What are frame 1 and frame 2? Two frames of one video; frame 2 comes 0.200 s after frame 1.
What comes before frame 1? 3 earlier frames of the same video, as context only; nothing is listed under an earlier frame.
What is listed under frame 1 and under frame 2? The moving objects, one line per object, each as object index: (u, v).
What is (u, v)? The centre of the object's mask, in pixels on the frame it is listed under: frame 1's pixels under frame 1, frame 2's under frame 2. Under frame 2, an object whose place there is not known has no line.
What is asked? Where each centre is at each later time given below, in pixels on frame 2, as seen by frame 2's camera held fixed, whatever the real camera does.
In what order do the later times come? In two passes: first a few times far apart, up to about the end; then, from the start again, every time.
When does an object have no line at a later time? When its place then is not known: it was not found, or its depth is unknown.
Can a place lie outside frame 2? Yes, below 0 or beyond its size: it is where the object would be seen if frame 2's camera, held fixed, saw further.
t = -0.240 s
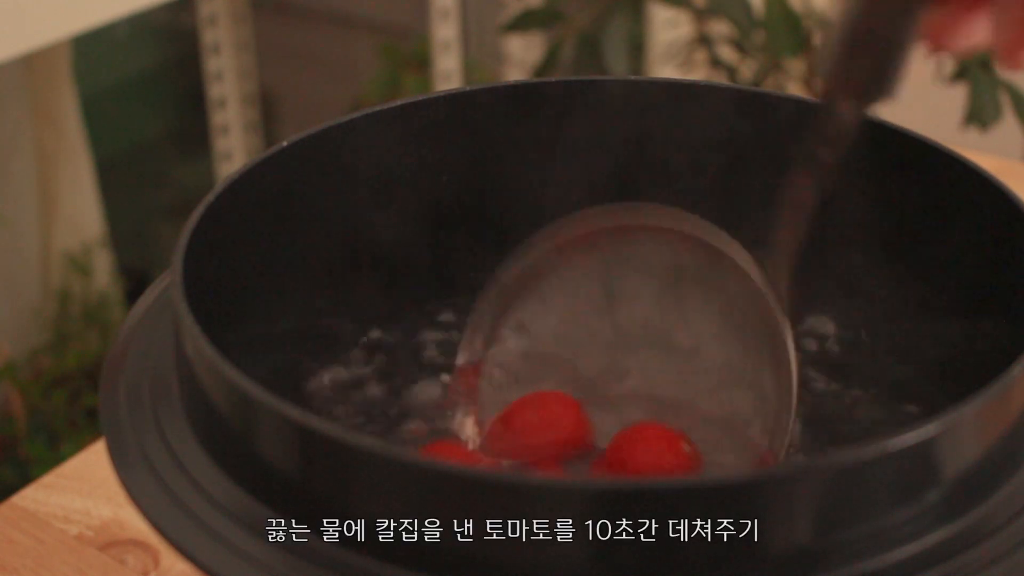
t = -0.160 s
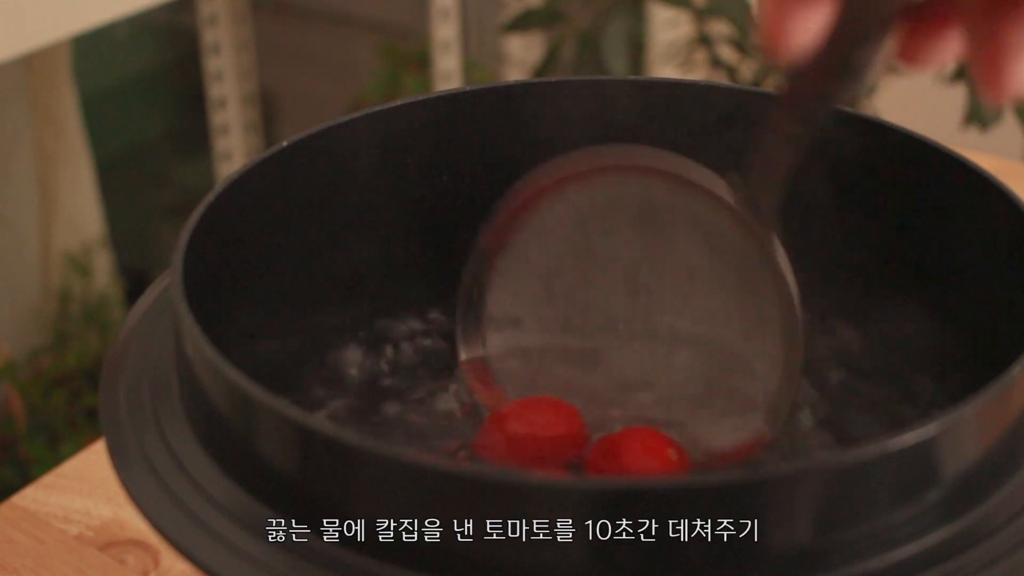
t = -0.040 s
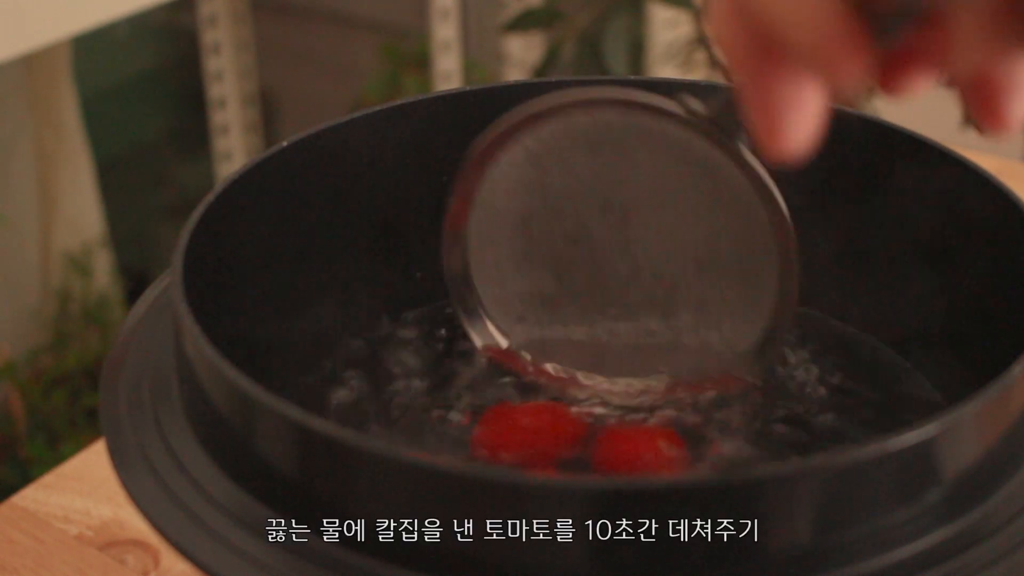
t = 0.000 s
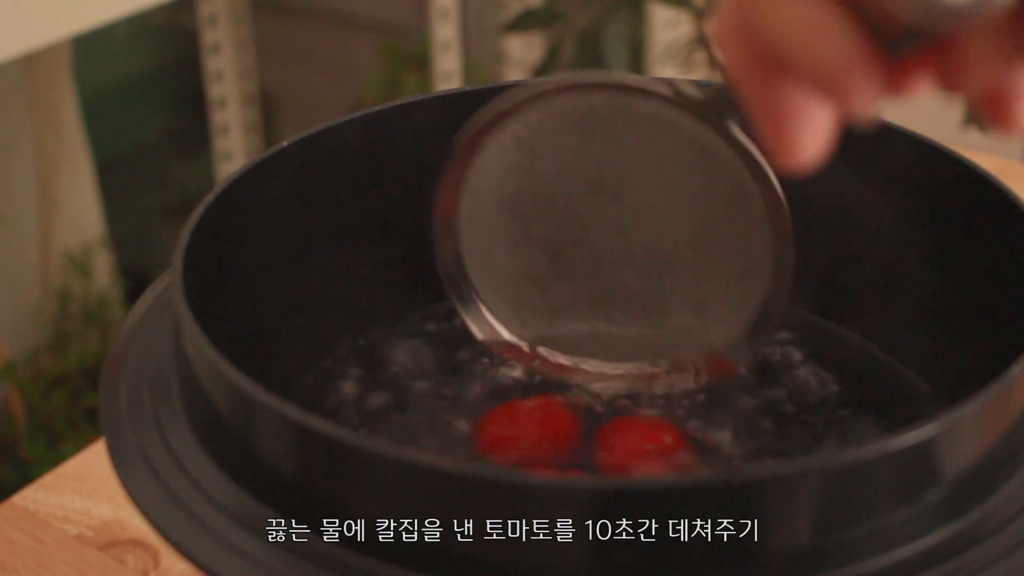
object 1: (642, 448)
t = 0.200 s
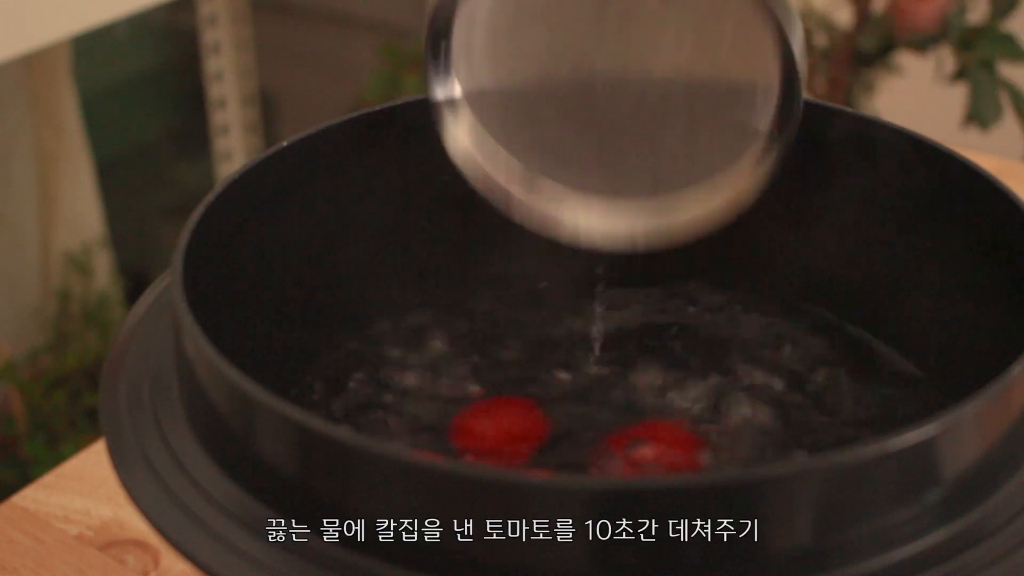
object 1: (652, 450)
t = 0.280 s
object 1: (656, 448)
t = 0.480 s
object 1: (671, 446)
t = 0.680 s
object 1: (694, 441)
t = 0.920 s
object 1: (675, 442)
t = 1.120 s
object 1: (656, 443)
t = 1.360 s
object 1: (643, 441)
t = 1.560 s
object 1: (650, 454)
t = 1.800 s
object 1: (625, 459)
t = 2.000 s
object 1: (604, 461)
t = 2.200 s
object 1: (581, 459)
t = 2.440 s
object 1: (570, 454)
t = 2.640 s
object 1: (565, 452)
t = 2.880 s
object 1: (576, 444)
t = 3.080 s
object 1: (581, 438)
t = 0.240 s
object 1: (655, 448)
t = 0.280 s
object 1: (656, 448)
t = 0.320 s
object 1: (662, 451)
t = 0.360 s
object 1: (666, 447)
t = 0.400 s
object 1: (669, 445)
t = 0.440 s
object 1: (671, 446)
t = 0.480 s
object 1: (671, 446)
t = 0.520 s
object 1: (671, 445)
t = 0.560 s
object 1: (682, 446)
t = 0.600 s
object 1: (688, 443)
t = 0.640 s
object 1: (688, 441)
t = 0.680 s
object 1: (694, 441)
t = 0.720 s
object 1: (686, 440)
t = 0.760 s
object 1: (682, 441)
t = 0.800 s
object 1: (685, 443)
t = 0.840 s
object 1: (683, 441)
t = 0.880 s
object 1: (682, 442)
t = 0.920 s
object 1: (675, 442)
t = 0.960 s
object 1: (672, 444)
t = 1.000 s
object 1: (671, 443)
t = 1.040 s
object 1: (667, 442)
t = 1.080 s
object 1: (663, 441)
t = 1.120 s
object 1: (656, 443)
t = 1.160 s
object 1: (652, 444)
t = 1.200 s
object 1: (646, 443)
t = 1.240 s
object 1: (647, 443)
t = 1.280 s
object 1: (648, 445)
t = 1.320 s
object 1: (649, 441)
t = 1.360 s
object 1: (643, 441)
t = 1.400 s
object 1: (640, 443)
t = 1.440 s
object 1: (629, 438)
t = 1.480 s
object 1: (633, 439)
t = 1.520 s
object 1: (642, 454)
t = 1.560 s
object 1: (650, 454)
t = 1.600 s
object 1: (645, 456)
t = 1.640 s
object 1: (641, 461)
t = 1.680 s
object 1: (634, 458)
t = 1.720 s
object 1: (626, 459)
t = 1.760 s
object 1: (626, 458)
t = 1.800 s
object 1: (625, 459)
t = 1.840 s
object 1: (617, 457)
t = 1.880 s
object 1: (614, 459)
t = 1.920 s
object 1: (613, 460)
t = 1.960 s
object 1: (609, 459)
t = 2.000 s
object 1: (604, 461)
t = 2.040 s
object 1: (598, 460)
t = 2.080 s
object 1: (596, 459)
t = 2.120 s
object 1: (591, 460)
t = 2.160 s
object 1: (586, 459)
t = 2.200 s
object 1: (581, 459)
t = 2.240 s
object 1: (578, 458)
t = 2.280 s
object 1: (576, 458)
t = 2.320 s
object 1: (573, 457)
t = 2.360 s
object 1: (567, 457)
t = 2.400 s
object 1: (566, 457)
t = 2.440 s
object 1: (570, 454)
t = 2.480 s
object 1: (566, 454)
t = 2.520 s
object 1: (569, 454)
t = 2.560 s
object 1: (564, 452)
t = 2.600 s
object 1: (567, 452)
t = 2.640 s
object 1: (565, 452)
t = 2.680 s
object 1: (572, 451)
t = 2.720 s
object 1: (571, 450)
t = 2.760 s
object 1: (568, 448)
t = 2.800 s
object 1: (576, 447)
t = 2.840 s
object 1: (573, 444)
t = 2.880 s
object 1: (576, 444)
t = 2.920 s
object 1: (574, 442)
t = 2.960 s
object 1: (577, 442)
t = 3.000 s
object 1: (579, 440)
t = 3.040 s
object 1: (577, 439)
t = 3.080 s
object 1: (581, 438)
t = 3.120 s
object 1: (583, 437)
